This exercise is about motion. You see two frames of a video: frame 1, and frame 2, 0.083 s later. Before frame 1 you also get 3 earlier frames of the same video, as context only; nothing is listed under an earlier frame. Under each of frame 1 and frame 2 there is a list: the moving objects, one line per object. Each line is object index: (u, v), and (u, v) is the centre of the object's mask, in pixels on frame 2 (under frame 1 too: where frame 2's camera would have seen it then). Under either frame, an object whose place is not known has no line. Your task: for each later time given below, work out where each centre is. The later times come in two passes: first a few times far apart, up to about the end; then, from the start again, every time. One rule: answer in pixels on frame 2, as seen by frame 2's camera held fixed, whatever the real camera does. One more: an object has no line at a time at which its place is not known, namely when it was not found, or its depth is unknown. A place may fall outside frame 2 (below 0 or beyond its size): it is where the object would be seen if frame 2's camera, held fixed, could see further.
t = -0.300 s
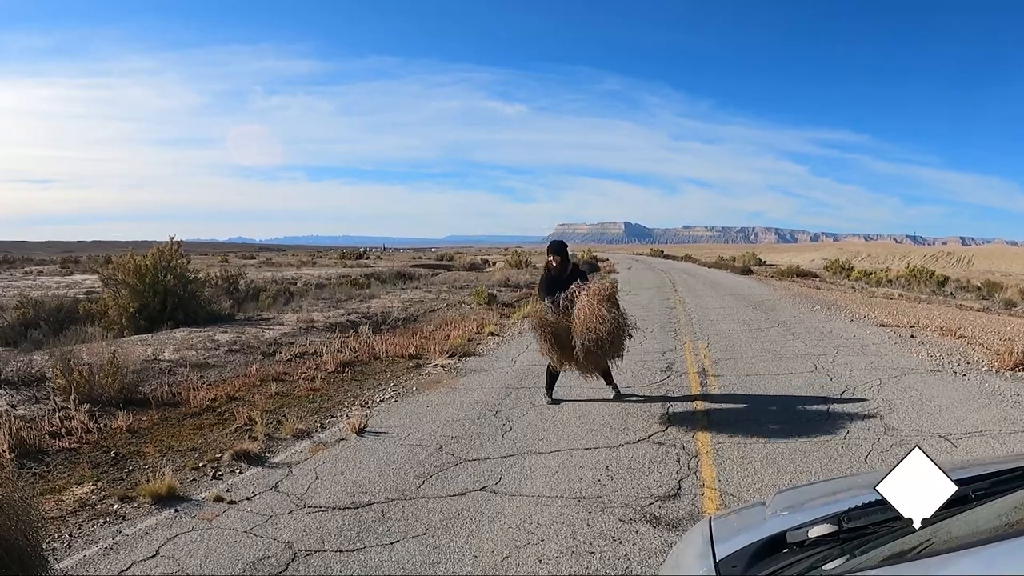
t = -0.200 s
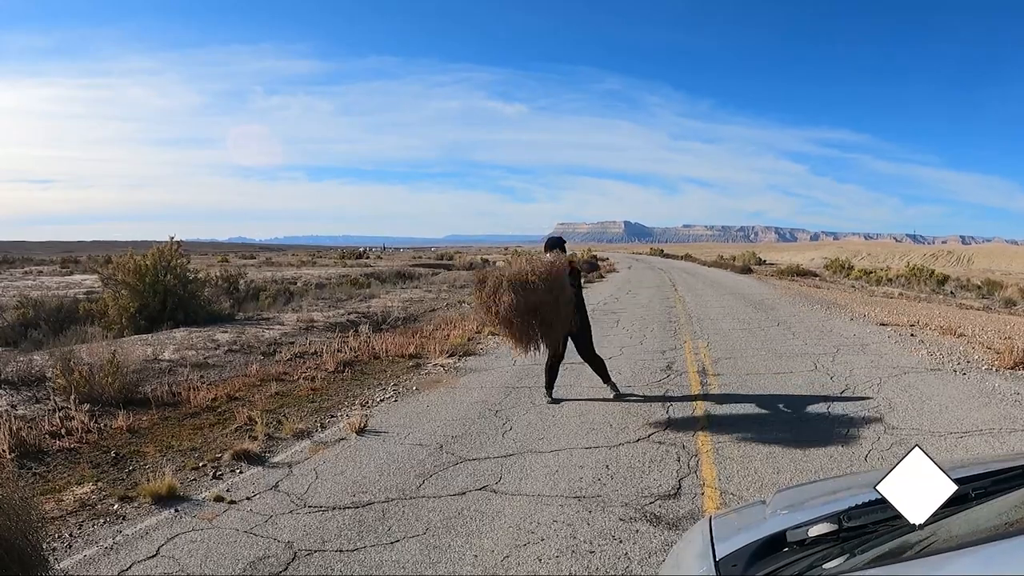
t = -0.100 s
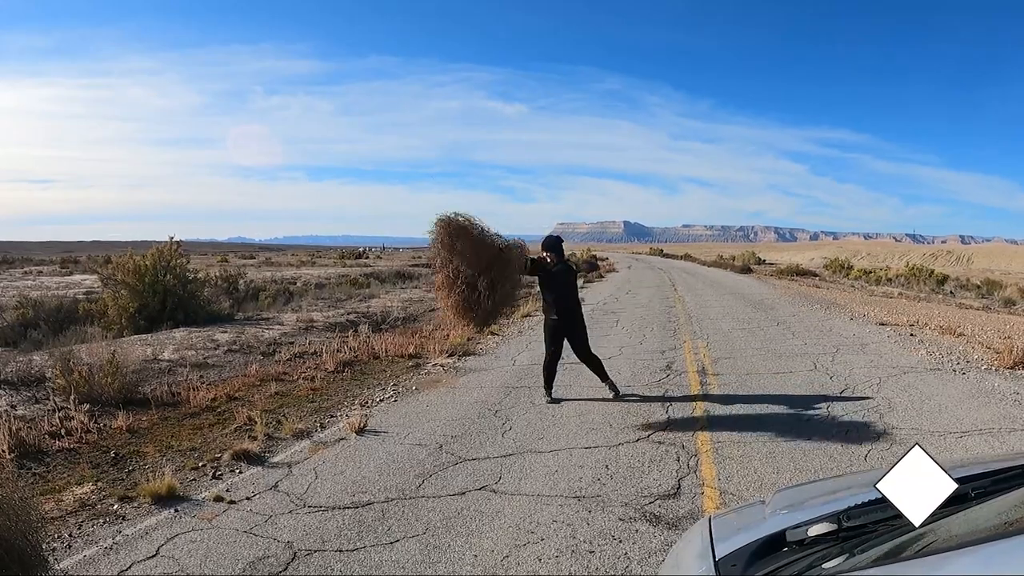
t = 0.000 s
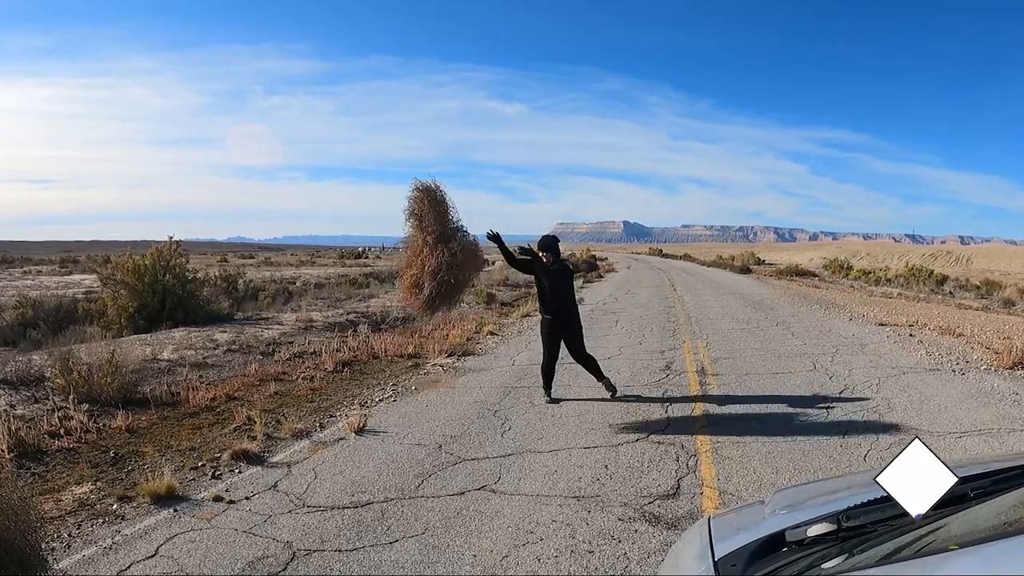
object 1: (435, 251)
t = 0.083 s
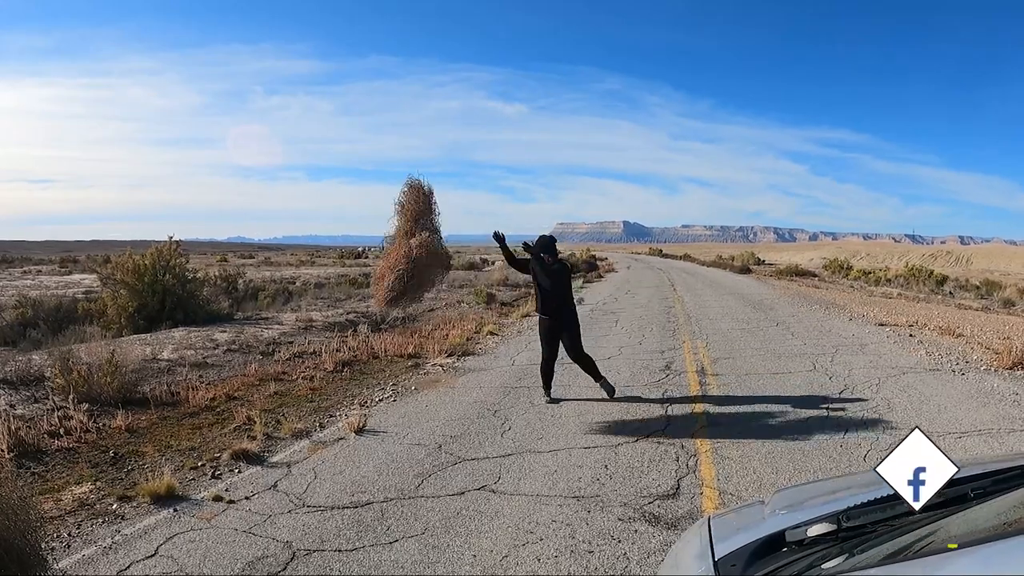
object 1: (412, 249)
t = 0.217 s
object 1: (384, 259)
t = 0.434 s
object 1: (351, 310)
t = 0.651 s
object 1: (327, 389)
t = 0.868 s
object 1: (309, 392)
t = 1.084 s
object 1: (298, 397)
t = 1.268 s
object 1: (294, 397)
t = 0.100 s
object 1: (409, 248)
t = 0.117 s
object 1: (404, 249)
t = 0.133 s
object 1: (401, 251)
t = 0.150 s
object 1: (398, 251)
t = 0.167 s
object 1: (394, 253)
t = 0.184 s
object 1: (391, 255)
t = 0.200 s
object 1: (387, 257)
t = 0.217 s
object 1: (384, 259)
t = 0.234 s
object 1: (381, 262)
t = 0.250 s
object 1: (378, 265)
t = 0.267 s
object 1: (376, 267)
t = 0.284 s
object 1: (374, 270)
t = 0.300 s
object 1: (371, 274)
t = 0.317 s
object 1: (369, 278)
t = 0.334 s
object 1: (367, 282)
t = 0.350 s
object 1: (364, 286)
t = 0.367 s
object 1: (362, 290)
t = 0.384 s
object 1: (359, 295)
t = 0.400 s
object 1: (357, 300)
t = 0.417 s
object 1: (355, 304)
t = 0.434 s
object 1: (351, 310)
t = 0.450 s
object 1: (351, 313)
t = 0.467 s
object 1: (350, 317)
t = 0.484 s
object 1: (348, 325)
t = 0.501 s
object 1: (346, 333)
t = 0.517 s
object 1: (344, 340)
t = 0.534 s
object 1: (343, 343)
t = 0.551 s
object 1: (340, 349)
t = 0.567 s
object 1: (337, 358)
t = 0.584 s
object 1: (335, 363)
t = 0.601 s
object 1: (334, 370)
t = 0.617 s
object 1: (332, 376)
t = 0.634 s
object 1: (330, 385)
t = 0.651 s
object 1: (327, 389)
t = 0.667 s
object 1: (325, 395)
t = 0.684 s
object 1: (321, 398)
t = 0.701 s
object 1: (321, 399)
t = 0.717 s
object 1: (320, 400)
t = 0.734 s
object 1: (320, 400)
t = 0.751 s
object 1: (318, 398)
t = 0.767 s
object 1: (317, 398)
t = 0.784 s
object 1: (314, 397)
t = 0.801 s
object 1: (313, 397)
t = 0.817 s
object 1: (313, 396)
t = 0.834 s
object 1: (311, 394)
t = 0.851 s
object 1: (310, 393)
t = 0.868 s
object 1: (309, 392)
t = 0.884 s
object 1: (308, 392)
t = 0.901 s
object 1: (306, 392)
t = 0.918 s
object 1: (304, 391)
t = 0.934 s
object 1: (304, 390)
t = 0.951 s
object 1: (302, 390)
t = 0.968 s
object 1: (302, 392)
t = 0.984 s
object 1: (302, 393)
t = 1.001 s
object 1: (301, 394)
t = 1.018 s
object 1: (301, 394)
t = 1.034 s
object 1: (301, 394)
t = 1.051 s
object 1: (300, 396)
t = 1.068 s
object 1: (298, 397)
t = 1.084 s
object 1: (298, 397)
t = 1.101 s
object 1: (297, 398)
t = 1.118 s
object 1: (296, 398)
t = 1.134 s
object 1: (296, 395)
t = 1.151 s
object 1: (295, 397)
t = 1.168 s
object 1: (295, 396)
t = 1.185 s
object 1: (295, 395)
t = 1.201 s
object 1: (294, 394)
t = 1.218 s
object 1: (294, 394)
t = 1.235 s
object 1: (295, 394)
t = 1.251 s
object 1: (294, 397)
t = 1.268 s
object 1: (294, 397)
